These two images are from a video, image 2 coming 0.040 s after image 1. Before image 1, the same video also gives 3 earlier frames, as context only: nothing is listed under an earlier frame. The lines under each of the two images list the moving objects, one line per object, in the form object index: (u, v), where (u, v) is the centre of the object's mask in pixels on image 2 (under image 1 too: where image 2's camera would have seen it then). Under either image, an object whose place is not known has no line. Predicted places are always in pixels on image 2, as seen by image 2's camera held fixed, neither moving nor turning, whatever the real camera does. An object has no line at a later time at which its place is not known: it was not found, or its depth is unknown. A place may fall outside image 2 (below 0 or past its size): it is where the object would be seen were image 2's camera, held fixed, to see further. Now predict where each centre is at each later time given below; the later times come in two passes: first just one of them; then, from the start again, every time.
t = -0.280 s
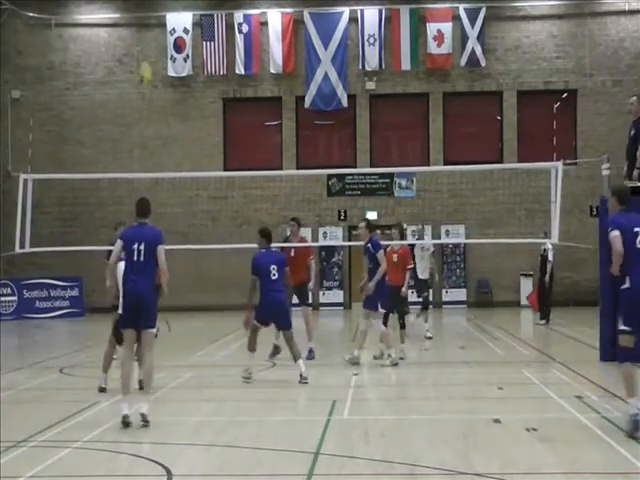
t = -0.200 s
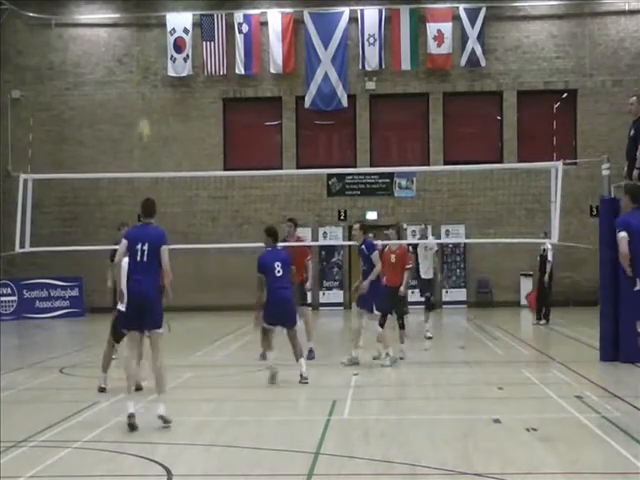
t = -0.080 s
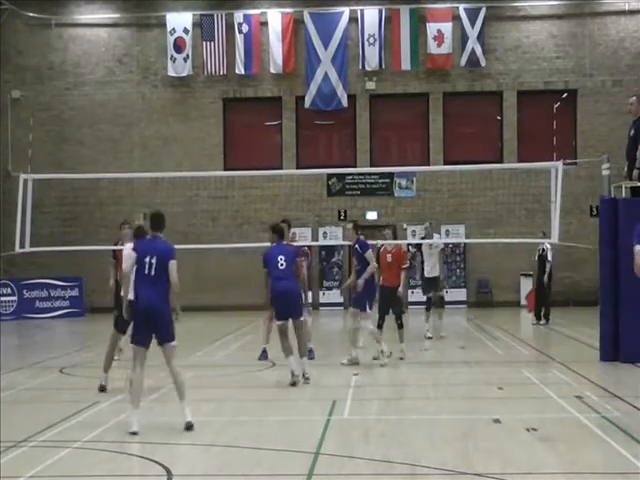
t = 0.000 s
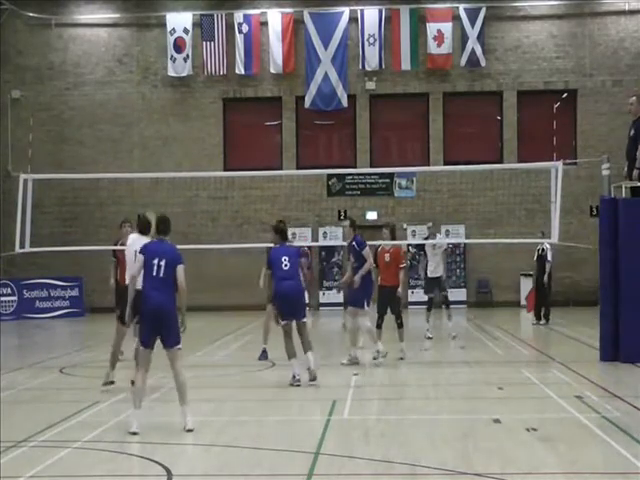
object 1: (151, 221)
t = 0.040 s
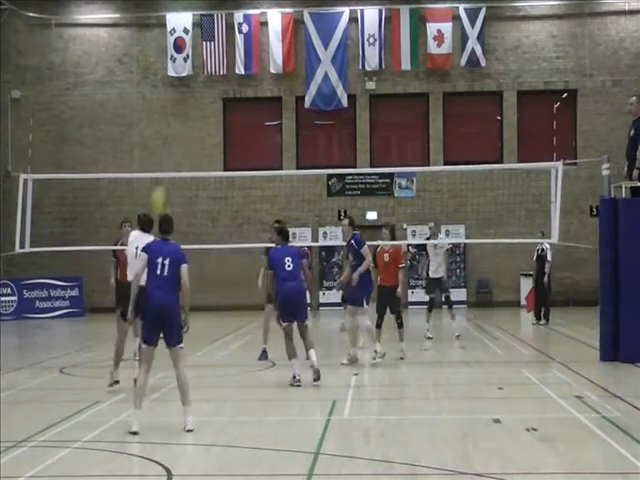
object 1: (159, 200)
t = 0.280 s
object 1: (202, 91)
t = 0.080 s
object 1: (166, 177)
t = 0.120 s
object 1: (173, 158)
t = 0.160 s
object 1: (181, 138)
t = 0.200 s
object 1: (189, 120)
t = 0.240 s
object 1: (195, 104)
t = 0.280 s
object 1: (202, 91)
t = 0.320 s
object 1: (210, 79)
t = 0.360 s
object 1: (218, 71)
